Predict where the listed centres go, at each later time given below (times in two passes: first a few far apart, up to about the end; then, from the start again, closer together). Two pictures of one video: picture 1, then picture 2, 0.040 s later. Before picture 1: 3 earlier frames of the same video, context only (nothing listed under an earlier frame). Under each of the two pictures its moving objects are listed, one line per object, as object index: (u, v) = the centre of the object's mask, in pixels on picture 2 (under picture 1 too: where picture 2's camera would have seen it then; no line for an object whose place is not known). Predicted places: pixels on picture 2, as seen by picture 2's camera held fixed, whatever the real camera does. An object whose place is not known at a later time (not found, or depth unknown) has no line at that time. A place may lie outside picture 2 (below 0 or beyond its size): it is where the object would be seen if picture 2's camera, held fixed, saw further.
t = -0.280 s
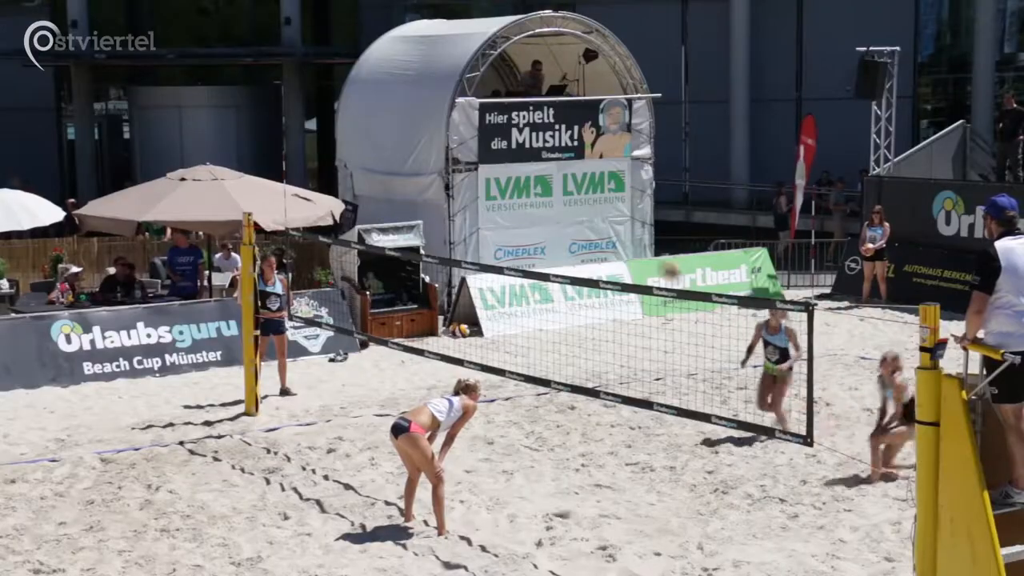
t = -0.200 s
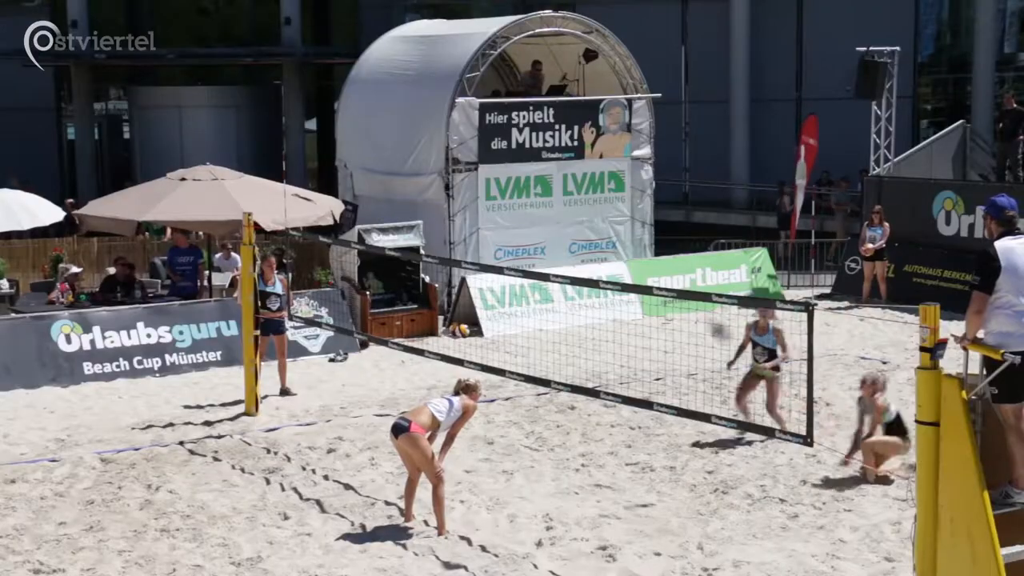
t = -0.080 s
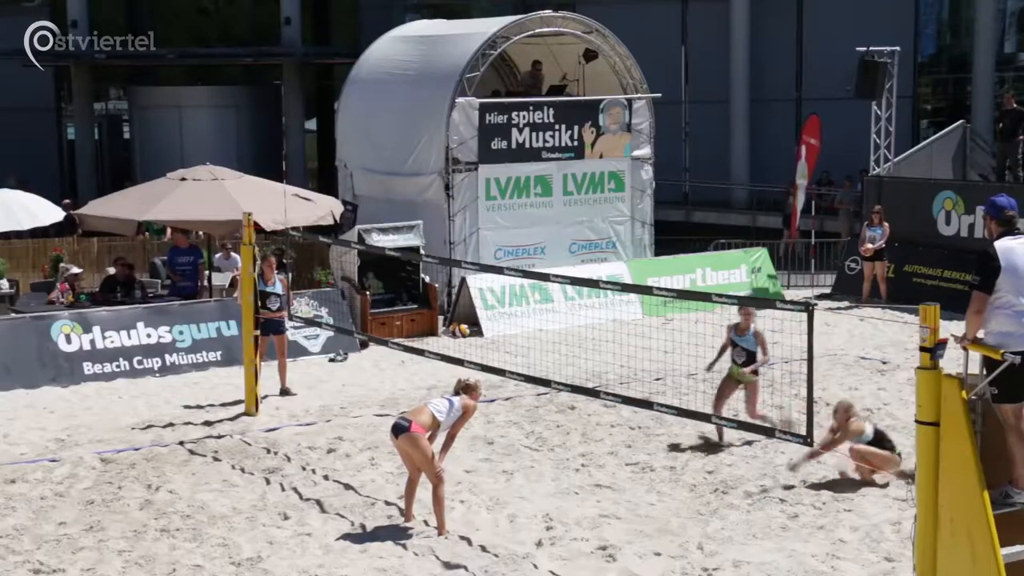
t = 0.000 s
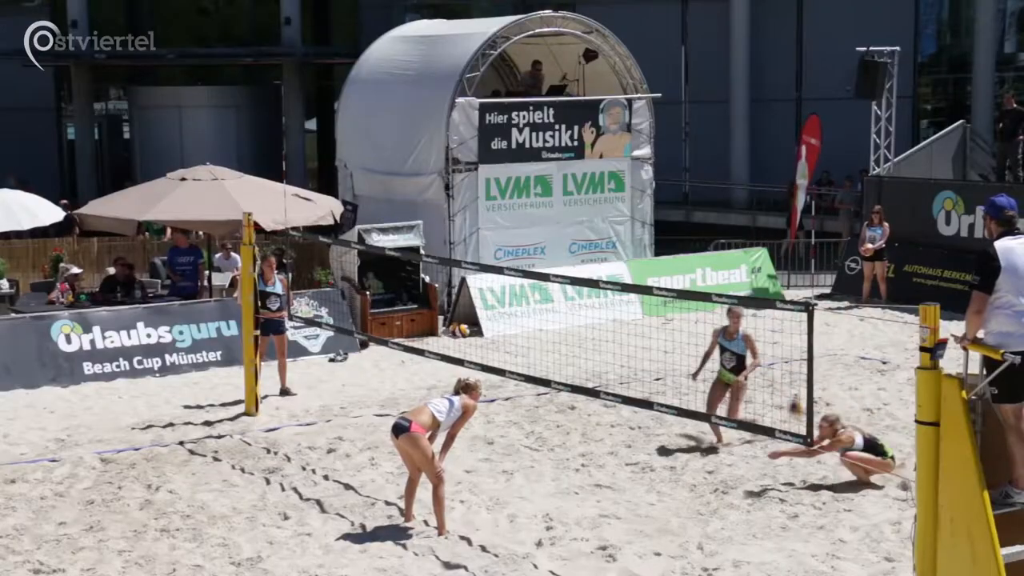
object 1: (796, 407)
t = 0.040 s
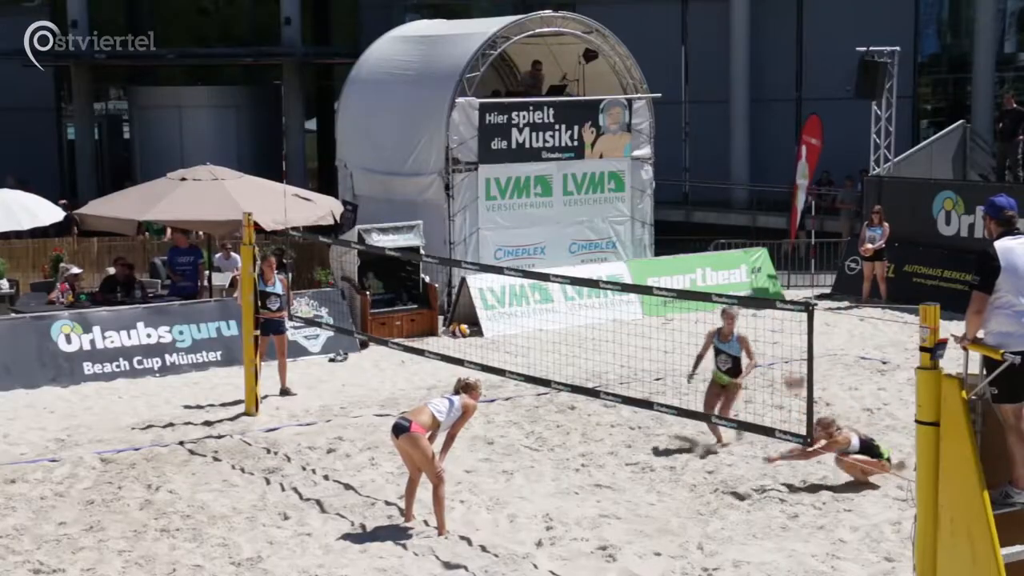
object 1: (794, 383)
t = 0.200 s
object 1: (785, 292)
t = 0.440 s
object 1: (769, 217)
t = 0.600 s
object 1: (760, 199)
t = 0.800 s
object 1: (749, 219)
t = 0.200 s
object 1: (785, 292)
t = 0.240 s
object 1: (782, 278)
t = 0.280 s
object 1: (780, 262)
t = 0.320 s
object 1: (777, 249)
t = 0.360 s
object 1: (774, 237)
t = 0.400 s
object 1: (771, 226)
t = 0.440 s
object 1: (769, 217)
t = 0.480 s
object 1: (767, 209)
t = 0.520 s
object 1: (764, 204)
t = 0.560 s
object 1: (762, 201)
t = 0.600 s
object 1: (760, 199)
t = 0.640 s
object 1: (758, 199)
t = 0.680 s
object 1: (756, 201)
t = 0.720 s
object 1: (754, 205)
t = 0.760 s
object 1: (752, 211)
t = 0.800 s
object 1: (749, 219)
